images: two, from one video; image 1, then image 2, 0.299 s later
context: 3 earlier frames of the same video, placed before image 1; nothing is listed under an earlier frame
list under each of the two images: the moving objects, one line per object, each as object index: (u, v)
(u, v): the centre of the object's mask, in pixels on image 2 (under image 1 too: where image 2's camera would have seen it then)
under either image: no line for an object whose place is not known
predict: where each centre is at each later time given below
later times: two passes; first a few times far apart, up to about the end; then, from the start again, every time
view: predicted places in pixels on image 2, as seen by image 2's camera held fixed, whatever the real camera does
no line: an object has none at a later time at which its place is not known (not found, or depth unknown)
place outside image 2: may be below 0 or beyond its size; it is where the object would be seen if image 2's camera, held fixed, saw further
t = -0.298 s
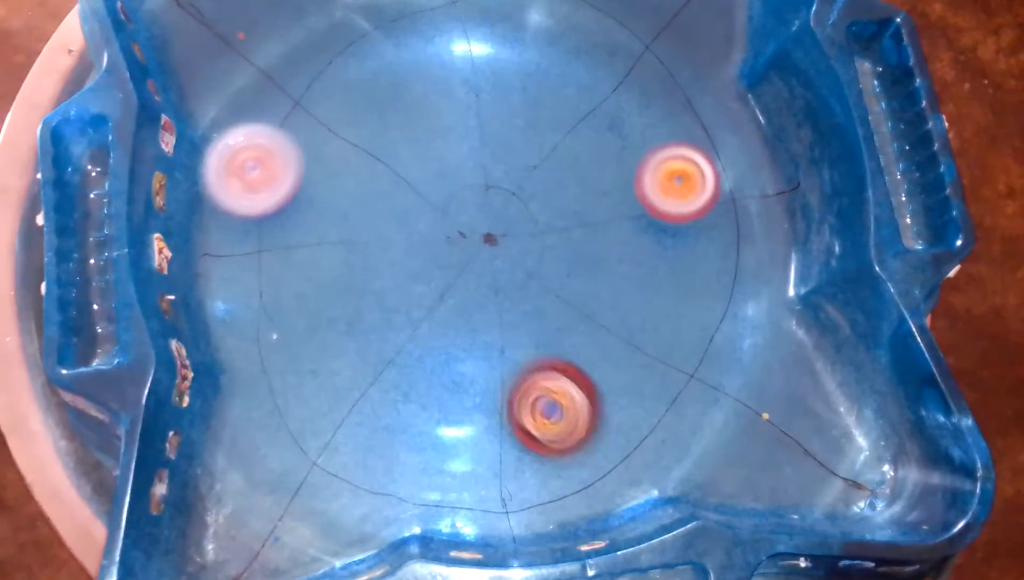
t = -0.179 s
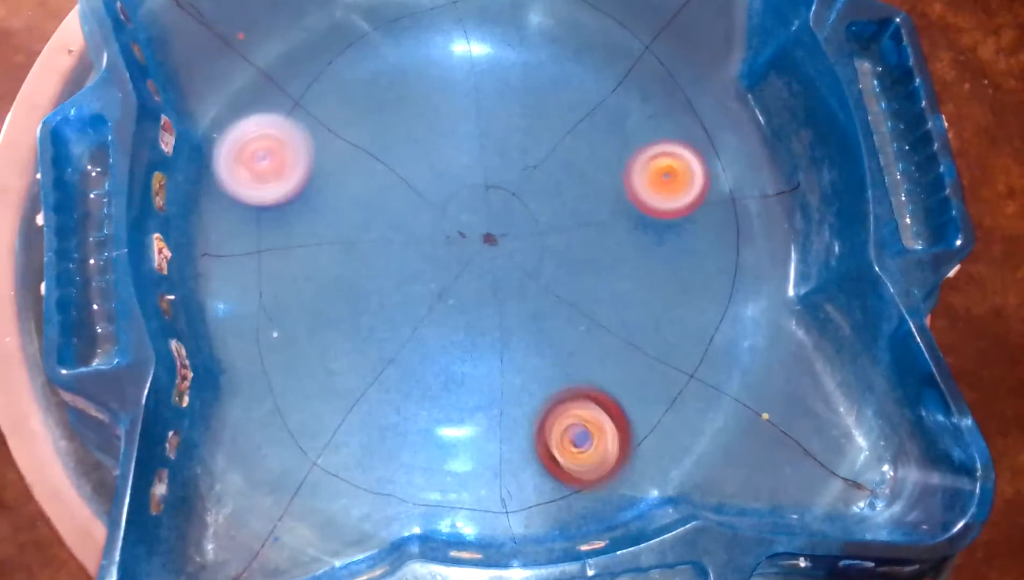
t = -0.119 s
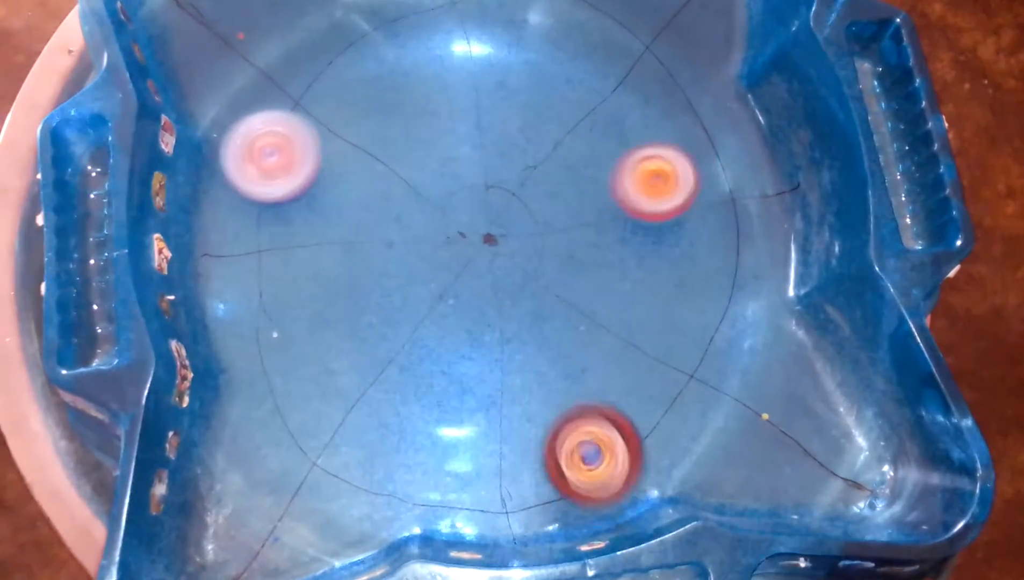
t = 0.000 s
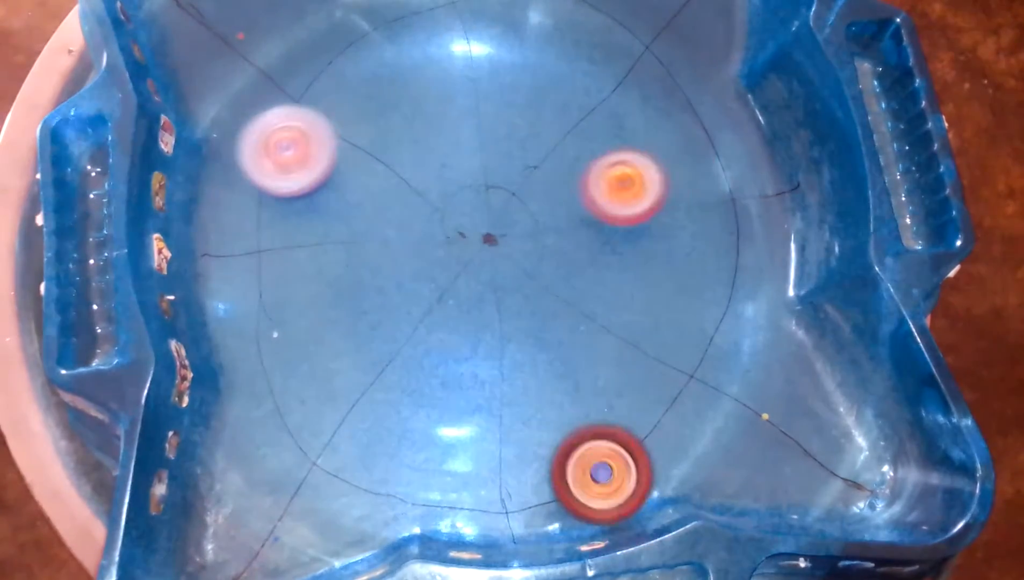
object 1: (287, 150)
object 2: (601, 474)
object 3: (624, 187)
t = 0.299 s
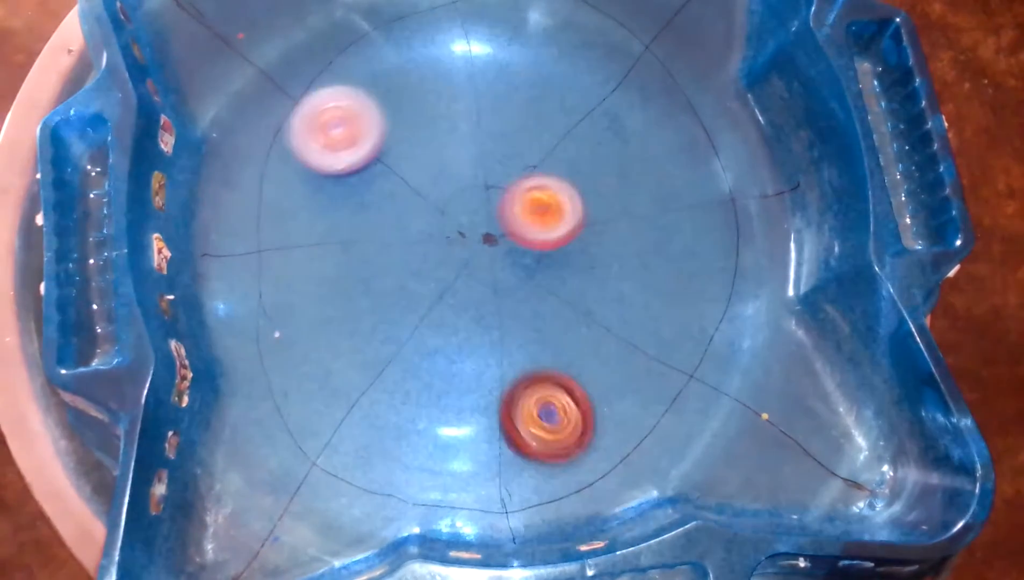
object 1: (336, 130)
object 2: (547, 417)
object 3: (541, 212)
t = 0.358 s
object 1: (348, 125)
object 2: (538, 400)
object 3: (525, 215)
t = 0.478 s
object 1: (368, 114)
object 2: (530, 361)
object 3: (495, 216)
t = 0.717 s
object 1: (402, 96)
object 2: (552, 290)
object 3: (453, 208)
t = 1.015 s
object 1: (434, 85)
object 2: (623, 245)
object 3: (442, 191)
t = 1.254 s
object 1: (455, 95)
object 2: (684, 261)
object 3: (454, 195)
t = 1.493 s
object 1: (472, 114)
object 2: (682, 278)
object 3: (465, 217)
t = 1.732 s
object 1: (495, 133)
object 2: (620, 282)
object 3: (471, 249)
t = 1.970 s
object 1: (525, 144)
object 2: (564, 245)
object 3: (463, 275)
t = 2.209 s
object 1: (509, 107)
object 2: (573, 309)
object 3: (447, 280)
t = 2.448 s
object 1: (487, 106)
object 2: (556, 347)
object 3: (437, 266)
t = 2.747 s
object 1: (482, 151)
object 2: (488, 338)
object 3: (445, 239)
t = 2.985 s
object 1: (527, 168)
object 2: (444, 353)
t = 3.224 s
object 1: (560, 164)
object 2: (407, 331)
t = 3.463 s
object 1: (557, 149)
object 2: (377, 329)
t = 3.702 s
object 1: (537, 159)
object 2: (384, 303)
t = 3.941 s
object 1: (552, 178)
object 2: (394, 310)
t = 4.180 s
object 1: (593, 202)
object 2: (381, 397)
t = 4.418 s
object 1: (586, 211)
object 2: (401, 430)
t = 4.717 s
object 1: (541, 237)
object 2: (423, 404)
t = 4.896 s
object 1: (516, 270)
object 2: (424, 403)
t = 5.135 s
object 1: (522, 305)
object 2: (424, 401)
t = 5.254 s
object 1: (517, 310)
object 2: (424, 400)
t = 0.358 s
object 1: (348, 125)
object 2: (538, 400)
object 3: (525, 215)
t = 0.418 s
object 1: (358, 120)
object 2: (533, 381)
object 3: (510, 216)
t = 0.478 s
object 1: (368, 114)
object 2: (530, 361)
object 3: (495, 216)
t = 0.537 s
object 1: (377, 109)
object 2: (530, 342)
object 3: (482, 215)
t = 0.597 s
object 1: (385, 105)
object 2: (535, 323)
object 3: (470, 214)
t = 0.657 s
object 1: (394, 100)
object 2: (542, 306)
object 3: (461, 211)
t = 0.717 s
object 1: (402, 96)
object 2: (552, 290)
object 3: (453, 208)
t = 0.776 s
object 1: (410, 92)
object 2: (564, 276)
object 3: (447, 203)
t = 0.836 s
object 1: (417, 88)
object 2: (578, 264)
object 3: (443, 199)
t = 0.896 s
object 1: (423, 86)
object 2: (593, 255)
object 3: (441, 195)
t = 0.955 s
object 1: (429, 85)
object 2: (607, 249)
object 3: (441, 192)
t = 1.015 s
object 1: (434, 85)
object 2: (623, 245)
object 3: (442, 191)
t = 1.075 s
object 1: (440, 86)
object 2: (640, 246)
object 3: (444, 190)
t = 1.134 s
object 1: (445, 88)
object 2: (656, 248)
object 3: (447, 190)
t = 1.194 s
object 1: (449, 91)
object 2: (671, 254)
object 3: (451, 192)
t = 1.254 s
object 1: (455, 95)
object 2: (684, 261)
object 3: (454, 195)
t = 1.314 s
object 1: (460, 100)
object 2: (690, 267)
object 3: (457, 199)
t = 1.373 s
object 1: (464, 105)
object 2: (692, 272)
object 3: (459, 205)
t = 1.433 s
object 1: (468, 110)
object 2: (689, 275)
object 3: (462, 211)
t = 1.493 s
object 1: (472, 114)
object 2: (682, 278)
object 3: (465, 217)
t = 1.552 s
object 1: (476, 119)
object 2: (670, 283)
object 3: (468, 226)
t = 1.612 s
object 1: (482, 123)
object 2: (655, 284)
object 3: (470, 234)
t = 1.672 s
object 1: (488, 127)
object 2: (637, 284)
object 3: (470, 242)
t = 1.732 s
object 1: (495, 133)
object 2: (620, 282)
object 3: (471, 249)
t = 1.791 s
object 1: (503, 136)
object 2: (602, 276)
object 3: (471, 255)
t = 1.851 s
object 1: (510, 139)
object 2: (588, 269)
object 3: (469, 262)
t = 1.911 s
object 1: (518, 142)
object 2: (575, 258)
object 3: (466, 268)
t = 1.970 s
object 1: (525, 144)
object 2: (564, 245)
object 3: (463, 275)
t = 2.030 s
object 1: (527, 137)
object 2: (560, 245)
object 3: (458, 279)
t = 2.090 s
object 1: (515, 119)
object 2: (569, 272)
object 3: (455, 280)
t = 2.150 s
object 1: (510, 113)
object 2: (571, 295)
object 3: (451, 281)
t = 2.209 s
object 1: (509, 107)
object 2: (573, 309)
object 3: (447, 280)
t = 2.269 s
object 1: (503, 102)
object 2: (573, 322)
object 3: (443, 278)
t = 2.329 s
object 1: (498, 102)
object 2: (570, 332)
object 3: (440, 275)
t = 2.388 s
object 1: (492, 102)
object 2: (564, 340)
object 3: (438, 271)
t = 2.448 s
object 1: (487, 106)
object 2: (556, 347)
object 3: (437, 266)
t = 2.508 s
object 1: (483, 112)
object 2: (544, 351)
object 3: (436, 261)
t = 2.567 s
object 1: (480, 119)
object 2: (533, 351)
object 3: (437, 255)
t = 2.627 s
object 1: (478, 130)
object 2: (516, 350)
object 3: (439, 249)
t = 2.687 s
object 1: (479, 140)
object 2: (501, 345)
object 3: (441, 244)
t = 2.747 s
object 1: (482, 151)
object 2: (488, 338)
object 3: (445, 239)
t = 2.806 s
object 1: (489, 159)
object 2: (477, 332)
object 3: (444, 240)
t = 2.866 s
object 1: (498, 162)
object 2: (464, 342)
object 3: (438, 236)
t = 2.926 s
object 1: (514, 165)
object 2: (453, 350)
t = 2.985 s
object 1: (527, 168)
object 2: (444, 353)
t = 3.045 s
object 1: (537, 170)
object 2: (433, 353)
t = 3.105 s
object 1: (546, 169)
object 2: (419, 347)
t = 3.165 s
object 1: (554, 167)
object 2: (413, 340)
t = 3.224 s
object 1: (560, 164)
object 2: (407, 331)
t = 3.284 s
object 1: (563, 159)
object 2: (403, 323)
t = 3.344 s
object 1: (563, 155)
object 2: (389, 326)
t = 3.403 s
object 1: (560, 151)
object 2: (383, 328)
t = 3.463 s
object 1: (557, 149)
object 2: (377, 329)
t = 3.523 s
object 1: (552, 149)
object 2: (374, 324)
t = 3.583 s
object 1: (547, 150)
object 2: (375, 323)
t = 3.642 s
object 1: (542, 154)
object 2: (376, 315)
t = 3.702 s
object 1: (537, 159)
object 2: (384, 303)
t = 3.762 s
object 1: (533, 166)
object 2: (396, 301)
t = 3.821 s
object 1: (530, 175)
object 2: (401, 302)
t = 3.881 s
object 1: (530, 183)
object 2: (399, 303)
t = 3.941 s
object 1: (552, 178)
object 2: (394, 310)
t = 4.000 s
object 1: (573, 184)
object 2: (382, 333)
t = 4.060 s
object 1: (583, 191)
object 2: (378, 358)
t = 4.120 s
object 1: (589, 199)
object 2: (379, 380)
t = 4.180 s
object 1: (593, 202)
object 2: (381, 397)
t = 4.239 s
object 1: (594, 203)
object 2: (388, 410)
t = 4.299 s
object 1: (591, 206)
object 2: (394, 419)
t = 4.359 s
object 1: (586, 210)
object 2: (399, 426)
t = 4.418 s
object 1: (586, 211)
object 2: (401, 430)
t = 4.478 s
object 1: (584, 216)
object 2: (401, 432)
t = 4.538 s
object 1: (576, 215)
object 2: (402, 426)
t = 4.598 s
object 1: (563, 220)
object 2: (406, 415)
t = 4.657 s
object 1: (556, 231)
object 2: (414, 406)
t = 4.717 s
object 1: (541, 237)
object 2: (423, 404)
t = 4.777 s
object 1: (534, 249)
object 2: (427, 405)
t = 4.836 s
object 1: (522, 258)
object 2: (427, 405)
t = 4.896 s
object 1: (516, 270)
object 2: (424, 403)
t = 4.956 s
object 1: (516, 279)
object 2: (420, 401)
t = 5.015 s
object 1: (510, 293)
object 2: (419, 401)
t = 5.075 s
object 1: (512, 303)
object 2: (422, 401)
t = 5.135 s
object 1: (522, 305)
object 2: (424, 401)
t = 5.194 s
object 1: (519, 309)
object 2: (424, 400)
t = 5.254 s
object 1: (517, 310)
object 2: (424, 400)
